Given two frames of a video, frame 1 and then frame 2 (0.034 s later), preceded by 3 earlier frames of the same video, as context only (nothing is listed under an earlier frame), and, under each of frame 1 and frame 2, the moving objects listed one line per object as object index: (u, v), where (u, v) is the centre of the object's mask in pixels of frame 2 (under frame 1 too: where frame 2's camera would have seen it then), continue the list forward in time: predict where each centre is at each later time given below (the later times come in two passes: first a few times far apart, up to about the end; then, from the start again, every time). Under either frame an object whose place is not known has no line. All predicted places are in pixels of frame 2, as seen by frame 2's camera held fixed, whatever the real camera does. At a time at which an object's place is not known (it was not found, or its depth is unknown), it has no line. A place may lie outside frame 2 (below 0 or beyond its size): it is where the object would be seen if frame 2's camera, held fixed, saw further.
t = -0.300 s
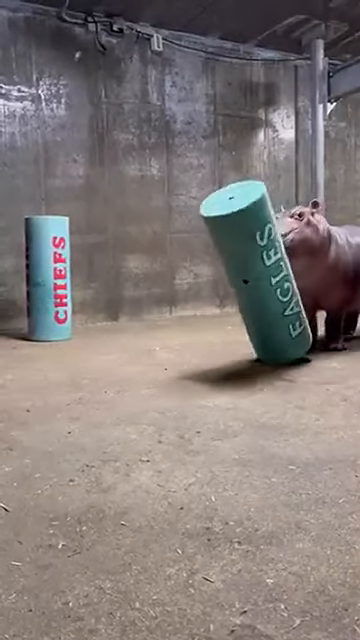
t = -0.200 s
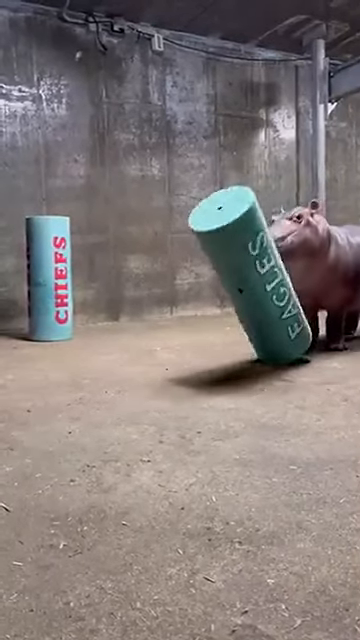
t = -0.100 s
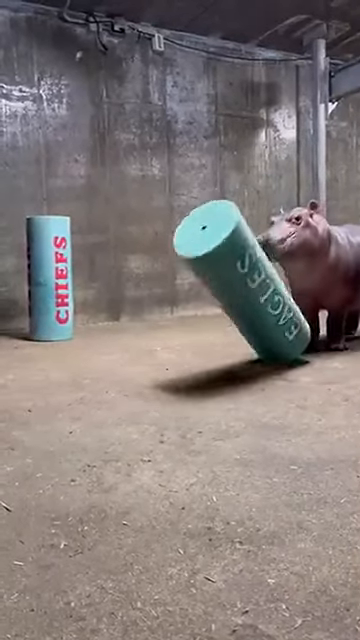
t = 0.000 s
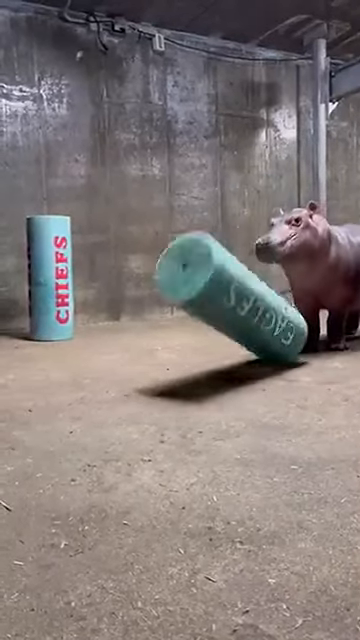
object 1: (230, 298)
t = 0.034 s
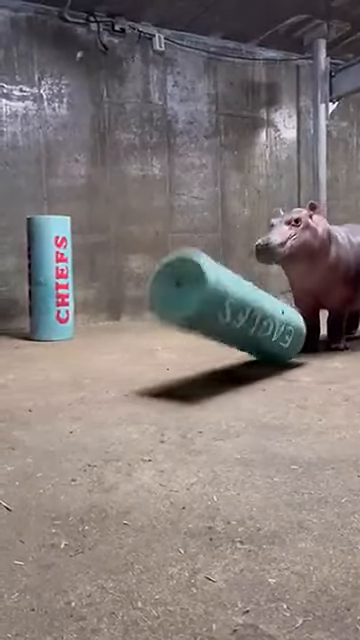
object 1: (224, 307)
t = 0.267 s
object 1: (212, 323)
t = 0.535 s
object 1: (212, 338)
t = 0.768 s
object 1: (212, 346)
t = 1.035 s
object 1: (211, 347)
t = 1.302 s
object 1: (211, 347)
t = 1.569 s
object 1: (211, 347)
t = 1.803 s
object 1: (211, 346)
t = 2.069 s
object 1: (211, 347)
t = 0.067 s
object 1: (221, 319)
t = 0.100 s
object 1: (217, 334)
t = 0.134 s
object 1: (215, 344)
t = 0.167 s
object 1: (214, 335)
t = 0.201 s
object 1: (213, 329)
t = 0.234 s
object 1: (213, 325)
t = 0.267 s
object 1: (212, 323)
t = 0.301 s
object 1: (212, 324)
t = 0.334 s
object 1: (213, 327)
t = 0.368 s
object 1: (213, 333)
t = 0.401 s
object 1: (213, 340)
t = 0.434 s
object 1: (213, 345)
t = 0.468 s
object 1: (212, 341)
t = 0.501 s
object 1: (212, 338)
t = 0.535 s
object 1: (212, 338)
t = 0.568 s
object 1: (212, 340)
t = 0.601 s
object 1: (212, 343)
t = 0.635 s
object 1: (212, 346)
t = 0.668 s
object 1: (212, 344)
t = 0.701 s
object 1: (212, 344)
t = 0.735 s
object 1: (212, 346)
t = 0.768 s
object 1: (212, 346)
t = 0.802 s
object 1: (212, 346)
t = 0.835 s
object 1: (212, 346)
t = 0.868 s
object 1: (212, 346)
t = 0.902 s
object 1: (211, 347)
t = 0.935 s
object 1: (211, 347)
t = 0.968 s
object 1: (211, 347)
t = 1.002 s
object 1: (211, 347)
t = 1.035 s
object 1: (211, 347)
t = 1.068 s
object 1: (211, 347)
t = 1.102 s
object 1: (211, 347)
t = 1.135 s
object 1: (211, 347)
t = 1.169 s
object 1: (211, 347)
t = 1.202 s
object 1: (211, 347)
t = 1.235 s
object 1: (211, 347)
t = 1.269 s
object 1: (211, 347)
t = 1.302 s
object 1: (211, 347)
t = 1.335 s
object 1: (212, 347)
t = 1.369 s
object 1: (211, 347)
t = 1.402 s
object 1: (211, 347)
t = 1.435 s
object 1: (211, 347)
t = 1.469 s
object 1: (211, 347)
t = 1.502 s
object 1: (211, 347)
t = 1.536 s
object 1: (211, 347)
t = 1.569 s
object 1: (211, 347)
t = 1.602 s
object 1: (211, 347)
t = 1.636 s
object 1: (211, 347)
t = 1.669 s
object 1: (211, 347)
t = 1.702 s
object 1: (211, 347)
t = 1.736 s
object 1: (211, 347)
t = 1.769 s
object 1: (211, 347)
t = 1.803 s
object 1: (211, 346)
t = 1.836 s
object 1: (211, 347)
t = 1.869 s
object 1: (211, 346)
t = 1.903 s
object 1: (211, 346)
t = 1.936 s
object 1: (211, 347)
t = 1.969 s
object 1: (211, 347)
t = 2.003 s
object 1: (211, 347)
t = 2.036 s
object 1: (211, 347)
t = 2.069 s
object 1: (211, 347)
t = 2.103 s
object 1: (211, 347)
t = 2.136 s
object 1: (211, 347)
